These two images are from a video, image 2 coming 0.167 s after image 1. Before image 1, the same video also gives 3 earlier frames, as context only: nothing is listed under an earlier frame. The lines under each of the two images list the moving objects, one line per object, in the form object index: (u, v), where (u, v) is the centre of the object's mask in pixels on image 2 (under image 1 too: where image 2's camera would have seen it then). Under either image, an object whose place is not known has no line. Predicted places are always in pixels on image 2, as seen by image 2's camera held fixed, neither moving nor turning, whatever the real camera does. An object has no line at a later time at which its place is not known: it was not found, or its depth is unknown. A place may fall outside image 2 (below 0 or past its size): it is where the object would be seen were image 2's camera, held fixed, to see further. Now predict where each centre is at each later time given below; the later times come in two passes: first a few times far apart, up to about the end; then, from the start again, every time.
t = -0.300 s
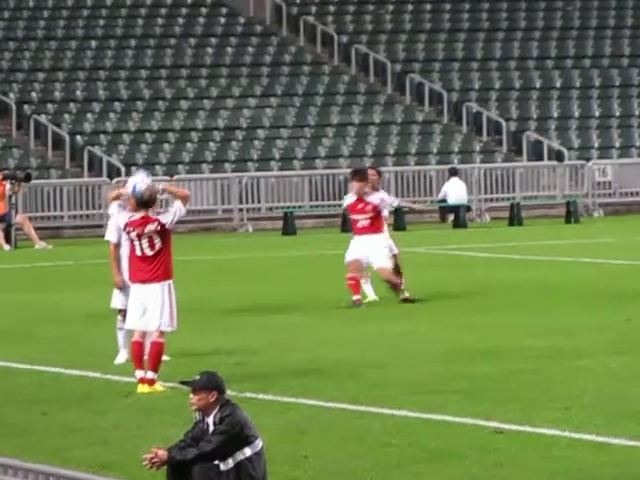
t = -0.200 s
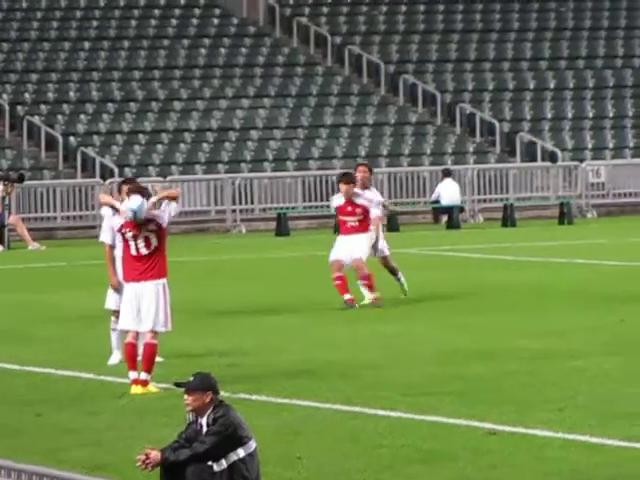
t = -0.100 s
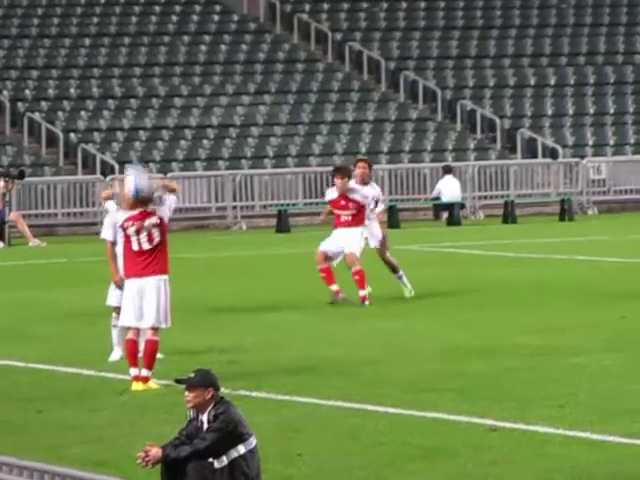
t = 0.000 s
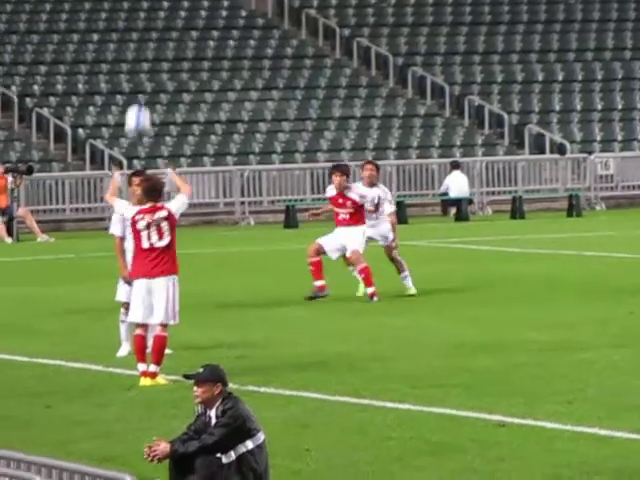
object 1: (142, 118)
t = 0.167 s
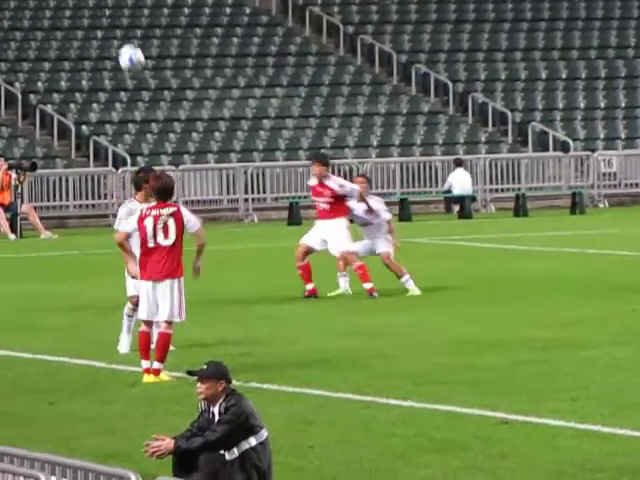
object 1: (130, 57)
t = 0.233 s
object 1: (126, 44)
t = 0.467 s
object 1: (115, 42)
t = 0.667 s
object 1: (105, 86)
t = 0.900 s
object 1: (96, 181)
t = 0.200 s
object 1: (128, 50)
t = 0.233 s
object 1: (126, 44)
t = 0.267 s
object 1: (125, 40)
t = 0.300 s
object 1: (124, 38)
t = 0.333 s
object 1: (122, 36)
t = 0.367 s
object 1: (121, 36)
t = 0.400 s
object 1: (119, 37)
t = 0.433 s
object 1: (117, 39)
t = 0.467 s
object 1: (115, 42)
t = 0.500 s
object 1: (112, 47)
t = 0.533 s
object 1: (112, 53)
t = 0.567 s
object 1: (110, 60)
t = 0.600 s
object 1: (109, 68)
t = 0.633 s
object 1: (107, 77)
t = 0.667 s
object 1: (105, 86)
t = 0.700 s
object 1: (104, 97)
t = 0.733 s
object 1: (103, 109)
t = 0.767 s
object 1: (100, 121)
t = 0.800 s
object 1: (99, 134)
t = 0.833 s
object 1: (99, 151)
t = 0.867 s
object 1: (96, 163)
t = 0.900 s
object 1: (96, 181)
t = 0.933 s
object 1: (94, 196)
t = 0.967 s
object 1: (93, 213)
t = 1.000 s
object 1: (92, 230)
